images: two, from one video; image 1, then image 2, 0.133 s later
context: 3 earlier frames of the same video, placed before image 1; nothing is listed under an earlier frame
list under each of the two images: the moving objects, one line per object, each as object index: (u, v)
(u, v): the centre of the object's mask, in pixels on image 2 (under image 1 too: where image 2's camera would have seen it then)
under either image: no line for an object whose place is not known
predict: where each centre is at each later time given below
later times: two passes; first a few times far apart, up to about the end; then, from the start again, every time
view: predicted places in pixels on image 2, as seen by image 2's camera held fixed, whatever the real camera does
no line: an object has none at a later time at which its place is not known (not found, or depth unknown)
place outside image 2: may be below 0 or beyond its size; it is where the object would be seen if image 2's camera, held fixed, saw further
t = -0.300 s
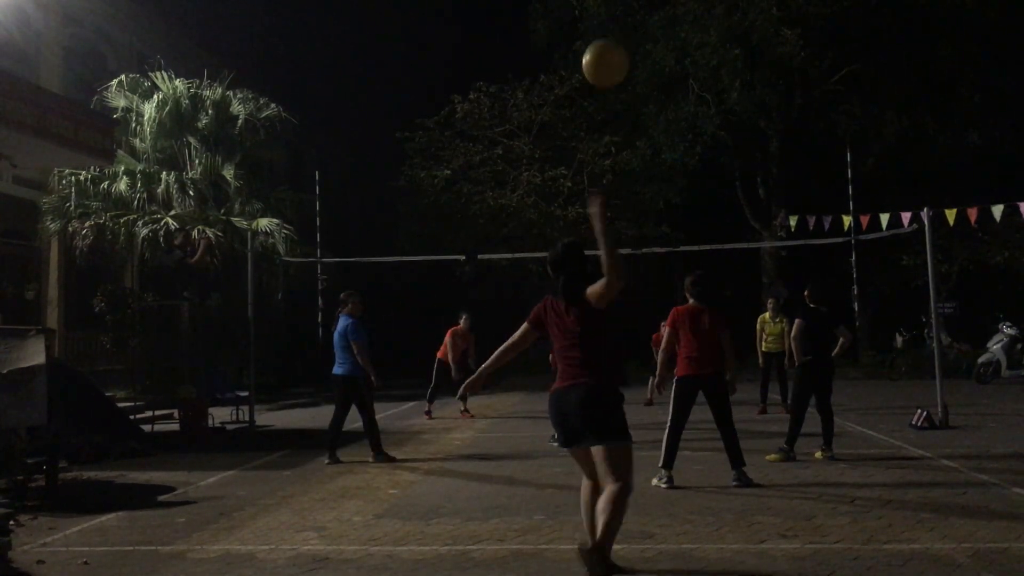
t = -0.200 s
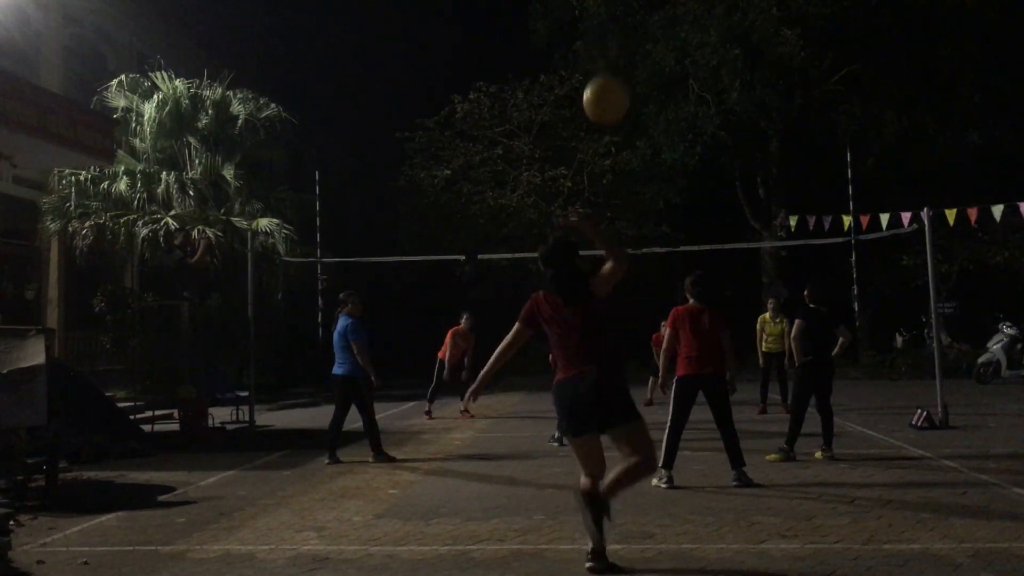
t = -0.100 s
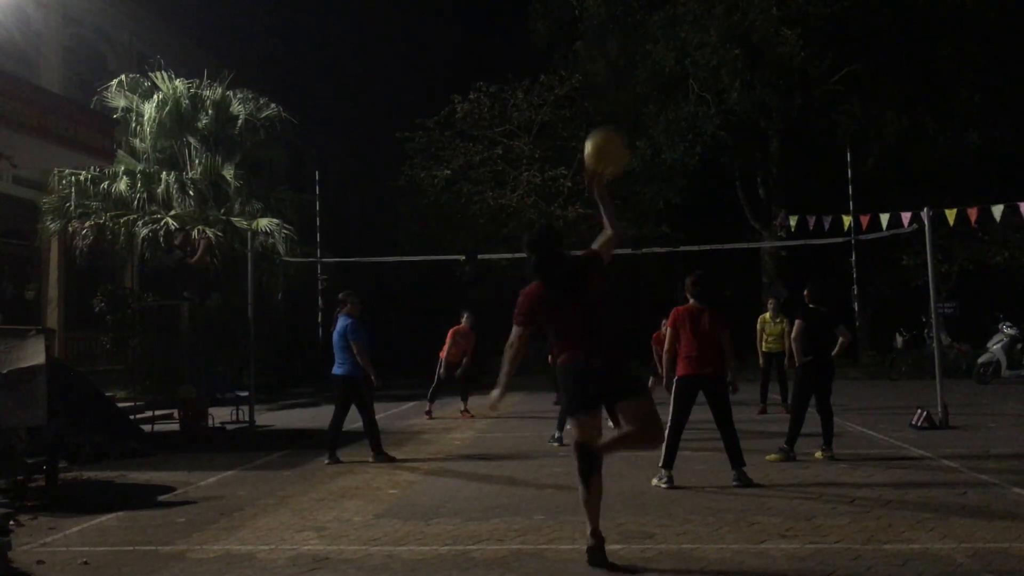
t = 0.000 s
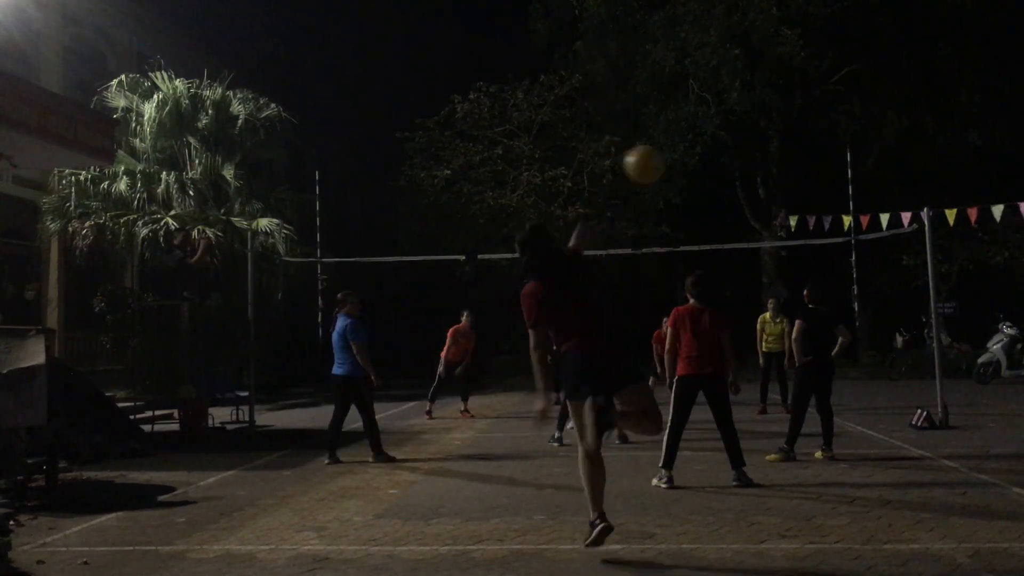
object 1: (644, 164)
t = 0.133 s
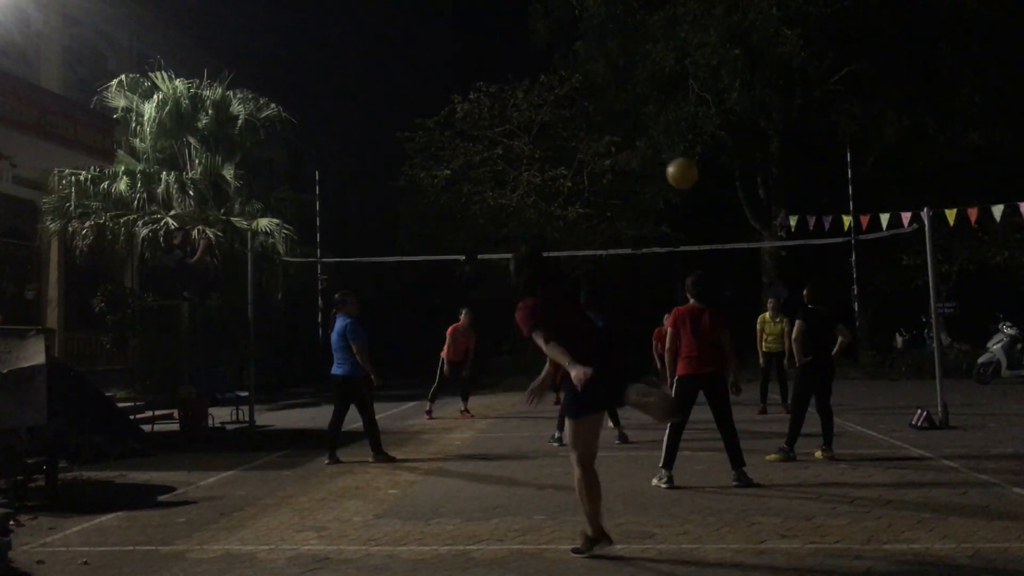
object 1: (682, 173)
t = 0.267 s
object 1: (709, 193)
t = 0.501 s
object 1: (749, 255)
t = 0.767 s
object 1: (762, 326)
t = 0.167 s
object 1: (689, 177)
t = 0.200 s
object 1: (696, 182)
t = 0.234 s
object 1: (703, 187)
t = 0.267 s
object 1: (709, 193)
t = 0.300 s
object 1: (716, 200)
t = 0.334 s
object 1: (722, 208)
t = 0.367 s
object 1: (728, 216)
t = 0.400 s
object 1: (734, 226)
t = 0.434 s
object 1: (739, 234)
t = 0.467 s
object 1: (743, 245)
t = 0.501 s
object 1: (749, 255)
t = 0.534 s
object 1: (752, 265)
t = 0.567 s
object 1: (755, 273)
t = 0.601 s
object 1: (756, 280)
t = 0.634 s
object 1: (757, 288)
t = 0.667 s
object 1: (757, 298)
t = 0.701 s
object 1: (758, 309)
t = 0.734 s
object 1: (760, 318)
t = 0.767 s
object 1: (762, 326)
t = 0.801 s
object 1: (764, 331)
